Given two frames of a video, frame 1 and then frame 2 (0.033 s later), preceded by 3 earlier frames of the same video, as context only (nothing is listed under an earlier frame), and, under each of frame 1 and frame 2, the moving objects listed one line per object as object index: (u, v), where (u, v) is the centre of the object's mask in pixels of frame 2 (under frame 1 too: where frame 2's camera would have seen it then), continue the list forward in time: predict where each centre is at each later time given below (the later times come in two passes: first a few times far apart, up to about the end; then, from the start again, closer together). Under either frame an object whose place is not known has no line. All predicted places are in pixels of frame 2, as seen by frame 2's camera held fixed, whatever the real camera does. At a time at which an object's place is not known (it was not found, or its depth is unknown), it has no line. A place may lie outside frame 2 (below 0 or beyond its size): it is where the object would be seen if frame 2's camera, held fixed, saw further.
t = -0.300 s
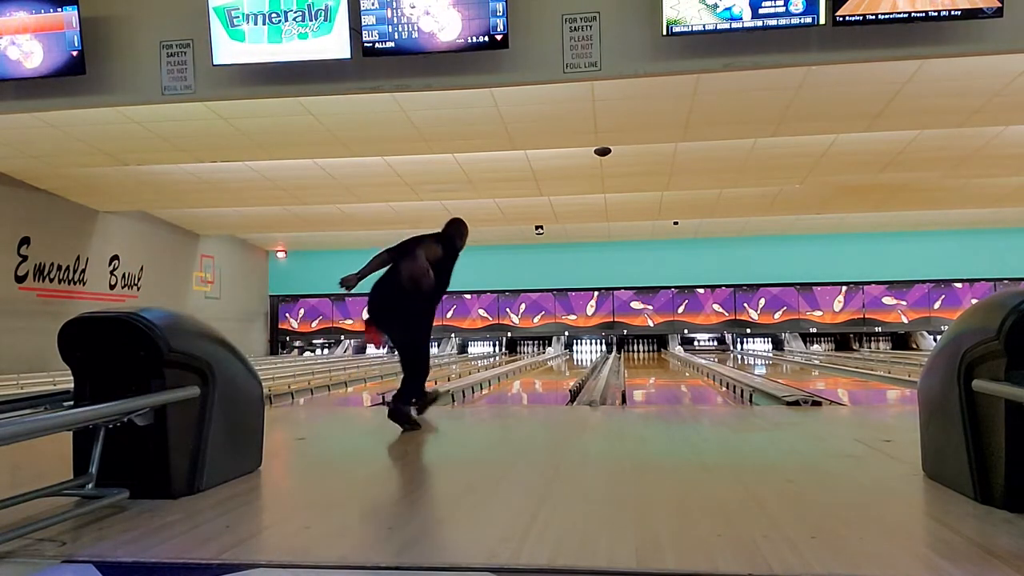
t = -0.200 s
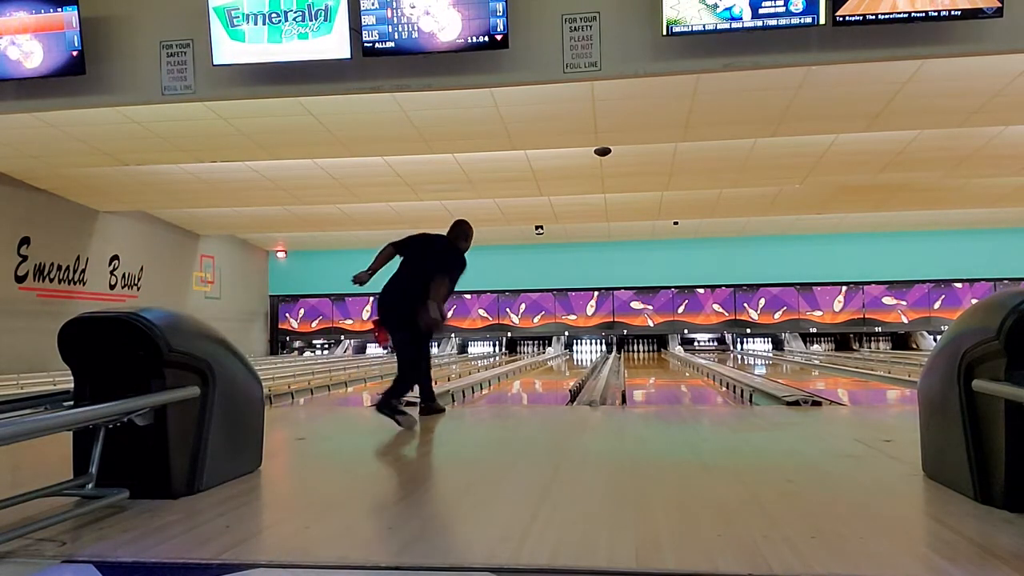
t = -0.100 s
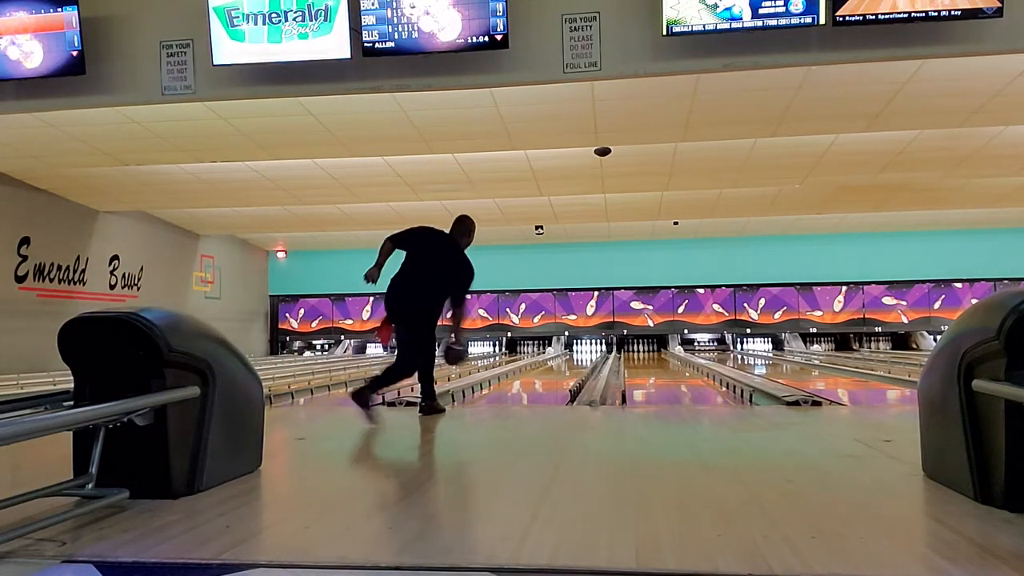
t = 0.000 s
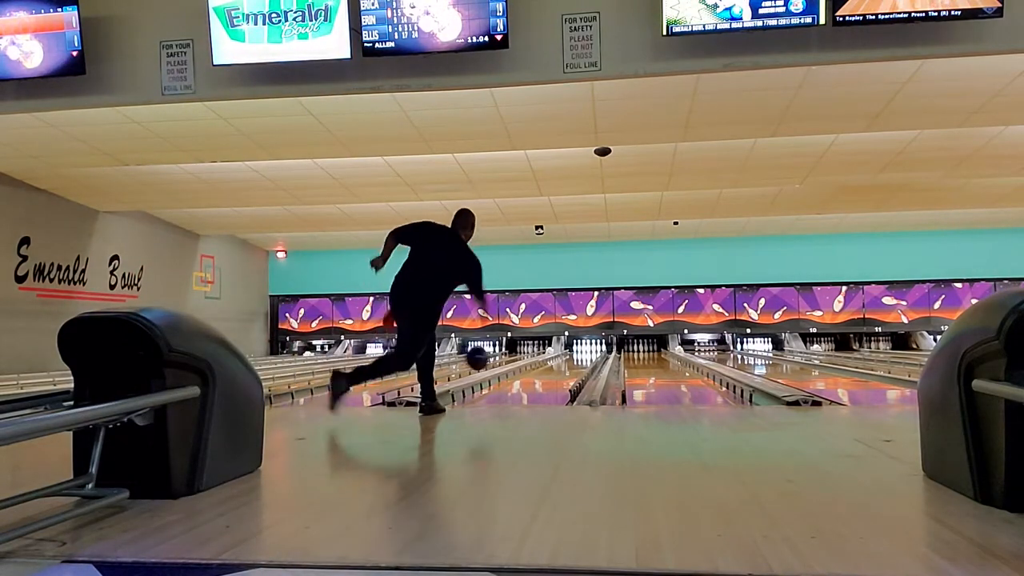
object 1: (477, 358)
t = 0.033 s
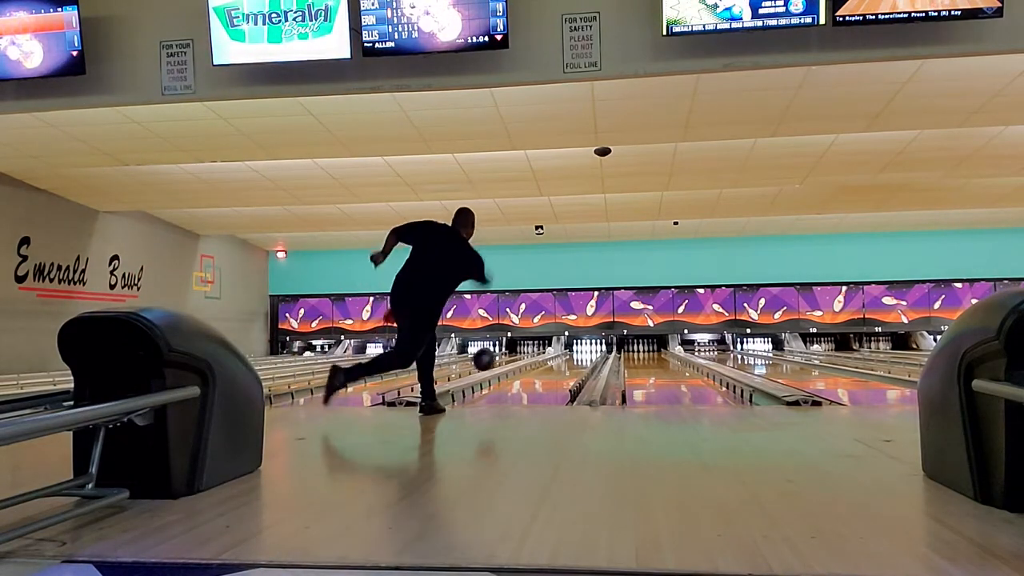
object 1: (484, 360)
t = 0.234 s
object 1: (515, 383)
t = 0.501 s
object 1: (542, 374)
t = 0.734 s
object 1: (558, 367)
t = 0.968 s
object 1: (570, 363)
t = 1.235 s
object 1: (580, 359)
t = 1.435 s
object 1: (586, 358)
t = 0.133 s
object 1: (500, 369)
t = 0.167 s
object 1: (505, 374)
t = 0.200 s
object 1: (510, 380)
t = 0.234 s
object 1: (515, 383)
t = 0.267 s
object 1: (518, 380)
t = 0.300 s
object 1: (522, 378)
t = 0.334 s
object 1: (526, 377)
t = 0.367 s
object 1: (529, 376)
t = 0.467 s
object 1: (539, 375)
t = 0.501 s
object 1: (542, 374)
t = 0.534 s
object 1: (544, 373)
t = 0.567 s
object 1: (547, 372)
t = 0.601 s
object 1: (549, 371)
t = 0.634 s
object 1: (552, 370)
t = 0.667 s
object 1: (554, 369)
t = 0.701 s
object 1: (556, 368)
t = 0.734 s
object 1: (558, 367)
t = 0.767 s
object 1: (560, 367)
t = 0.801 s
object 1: (562, 366)
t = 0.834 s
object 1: (564, 365)
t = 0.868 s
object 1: (565, 365)
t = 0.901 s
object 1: (567, 364)
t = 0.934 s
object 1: (568, 364)
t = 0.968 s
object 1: (570, 363)
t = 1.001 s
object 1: (571, 363)
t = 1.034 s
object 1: (573, 363)
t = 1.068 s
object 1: (574, 362)
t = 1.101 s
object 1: (576, 361)
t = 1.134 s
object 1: (576, 361)
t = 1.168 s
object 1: (578, 360)
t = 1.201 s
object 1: (579, 360)
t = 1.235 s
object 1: (580, 359)
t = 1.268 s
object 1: (581, 359)
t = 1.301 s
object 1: (582, 359)
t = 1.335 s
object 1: (583, 358)
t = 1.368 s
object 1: (584, 358)
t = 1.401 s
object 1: (585, 357)
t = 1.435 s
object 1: (586, 358)
